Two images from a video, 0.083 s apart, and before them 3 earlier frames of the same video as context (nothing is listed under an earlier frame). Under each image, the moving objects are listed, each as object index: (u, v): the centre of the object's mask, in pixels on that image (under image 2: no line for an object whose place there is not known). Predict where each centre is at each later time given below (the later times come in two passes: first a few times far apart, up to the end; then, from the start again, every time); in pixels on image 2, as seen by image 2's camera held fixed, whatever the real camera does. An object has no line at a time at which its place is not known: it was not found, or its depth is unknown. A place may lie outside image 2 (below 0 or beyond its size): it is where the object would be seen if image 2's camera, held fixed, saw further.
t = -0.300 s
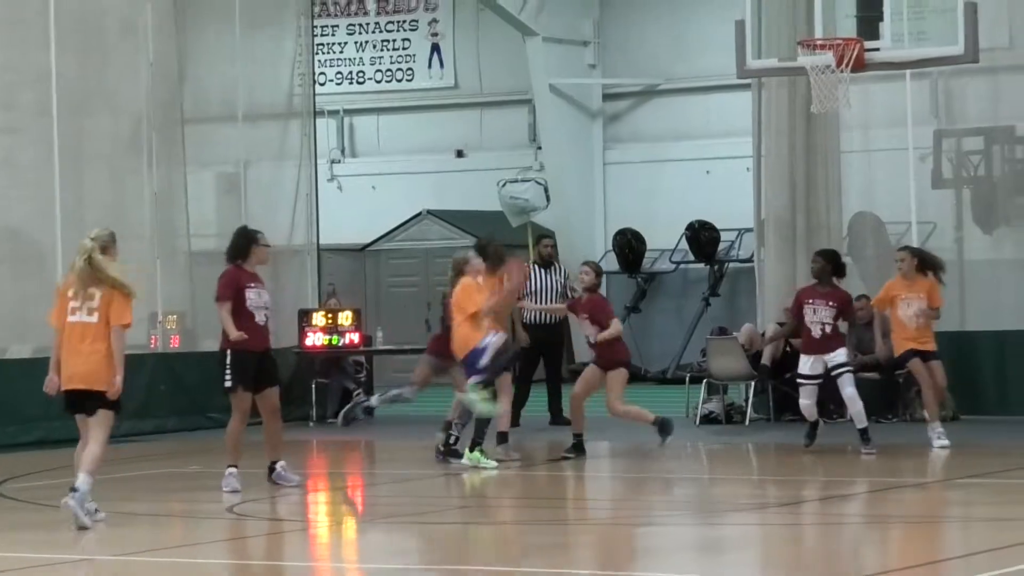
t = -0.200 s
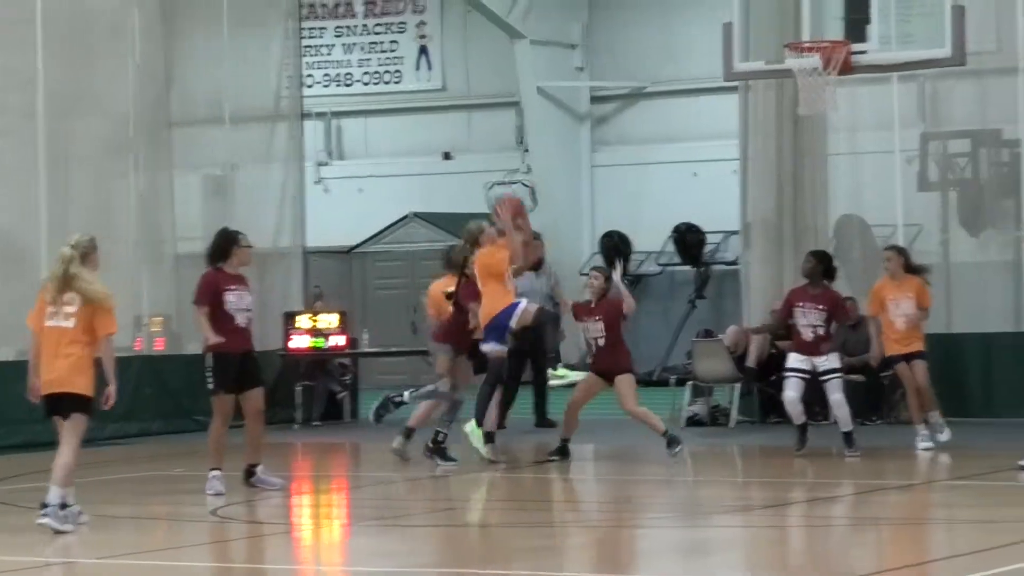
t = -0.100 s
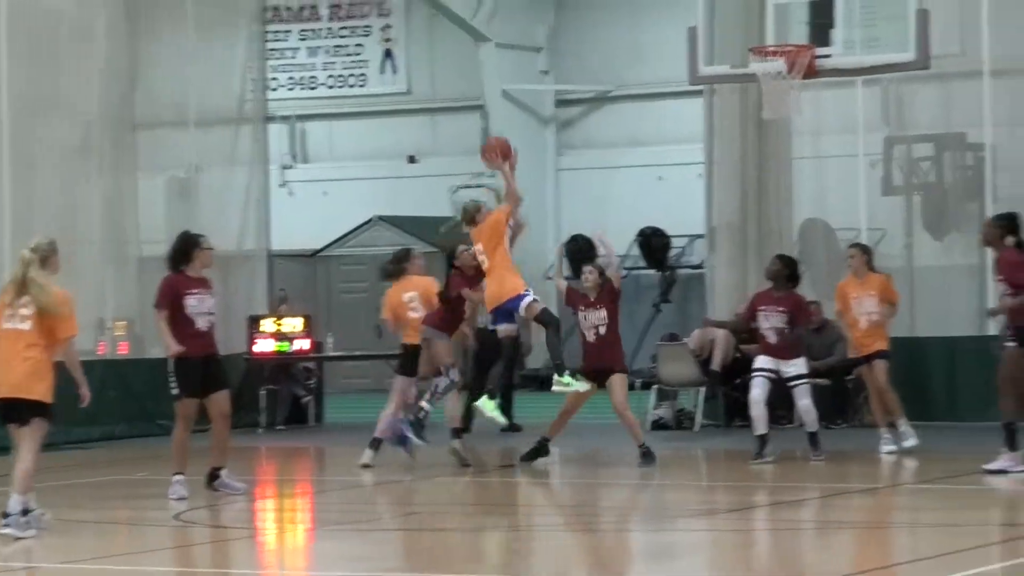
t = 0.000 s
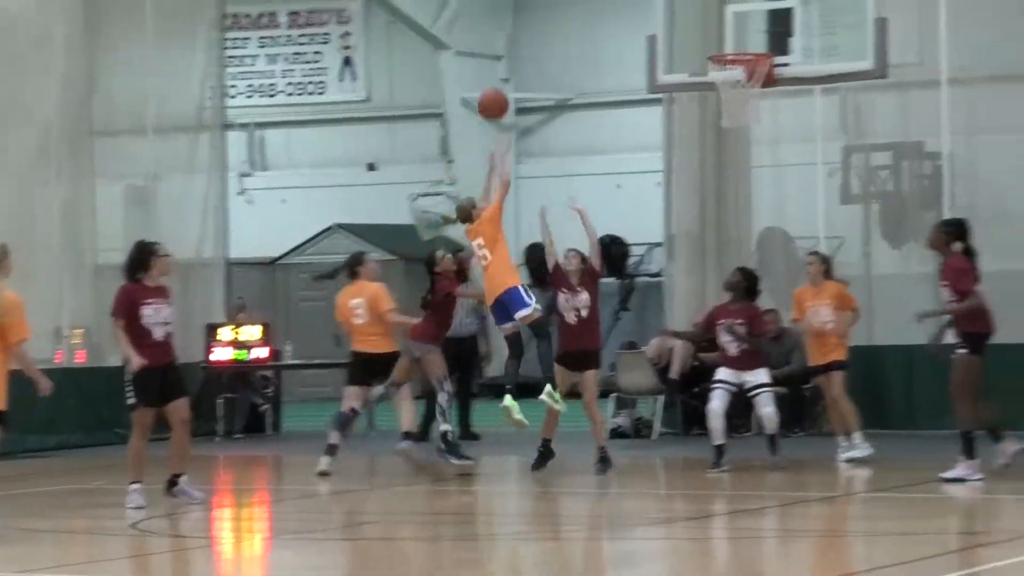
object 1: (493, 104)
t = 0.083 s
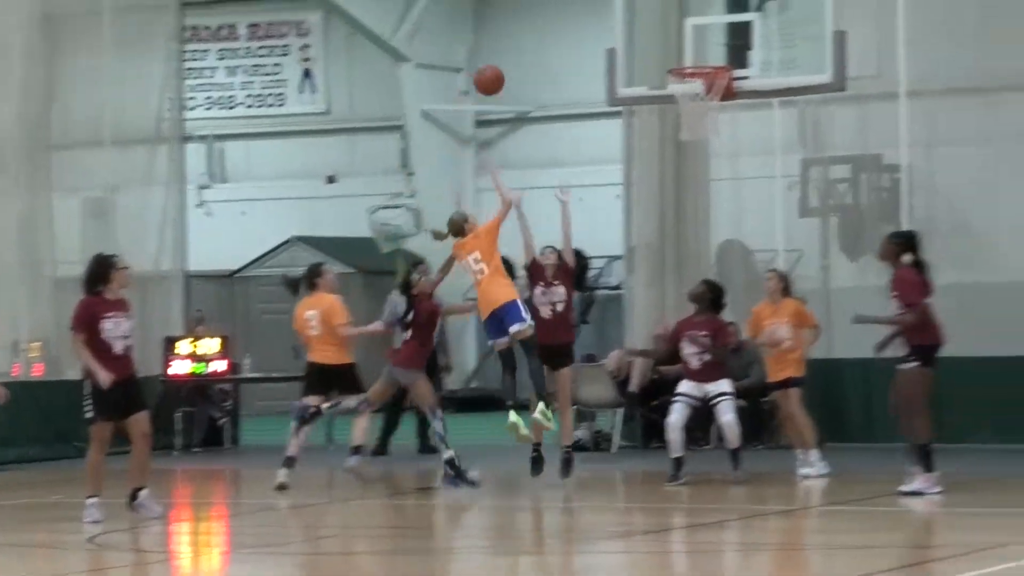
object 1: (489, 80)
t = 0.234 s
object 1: (549, 36)
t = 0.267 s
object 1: (562, 31)
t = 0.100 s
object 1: (496, 74)
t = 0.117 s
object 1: (502, 68)
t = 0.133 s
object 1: (509, 62)
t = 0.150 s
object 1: (516, 57)
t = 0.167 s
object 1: (523, 52)
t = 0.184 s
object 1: (529, 48)
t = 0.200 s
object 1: (536, 43)
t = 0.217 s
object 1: (543, 39)
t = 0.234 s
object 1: (549, 36)
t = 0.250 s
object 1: (556, 33)
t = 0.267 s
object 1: (562, 31)
